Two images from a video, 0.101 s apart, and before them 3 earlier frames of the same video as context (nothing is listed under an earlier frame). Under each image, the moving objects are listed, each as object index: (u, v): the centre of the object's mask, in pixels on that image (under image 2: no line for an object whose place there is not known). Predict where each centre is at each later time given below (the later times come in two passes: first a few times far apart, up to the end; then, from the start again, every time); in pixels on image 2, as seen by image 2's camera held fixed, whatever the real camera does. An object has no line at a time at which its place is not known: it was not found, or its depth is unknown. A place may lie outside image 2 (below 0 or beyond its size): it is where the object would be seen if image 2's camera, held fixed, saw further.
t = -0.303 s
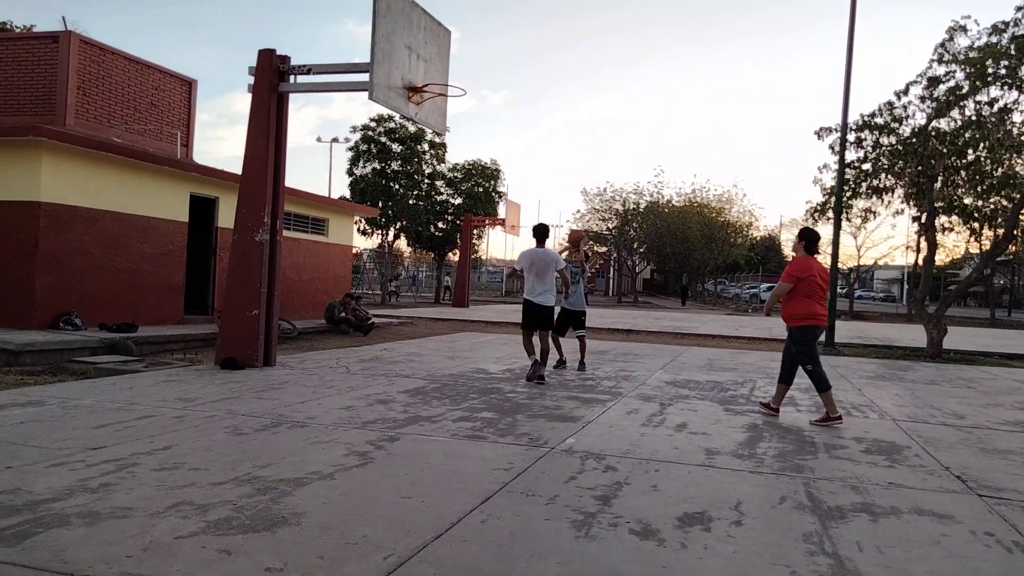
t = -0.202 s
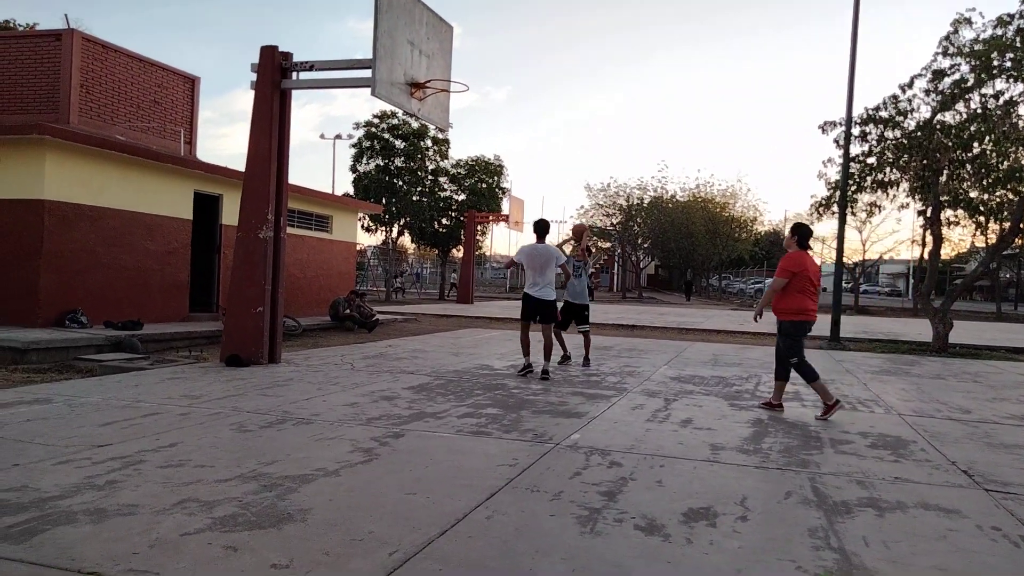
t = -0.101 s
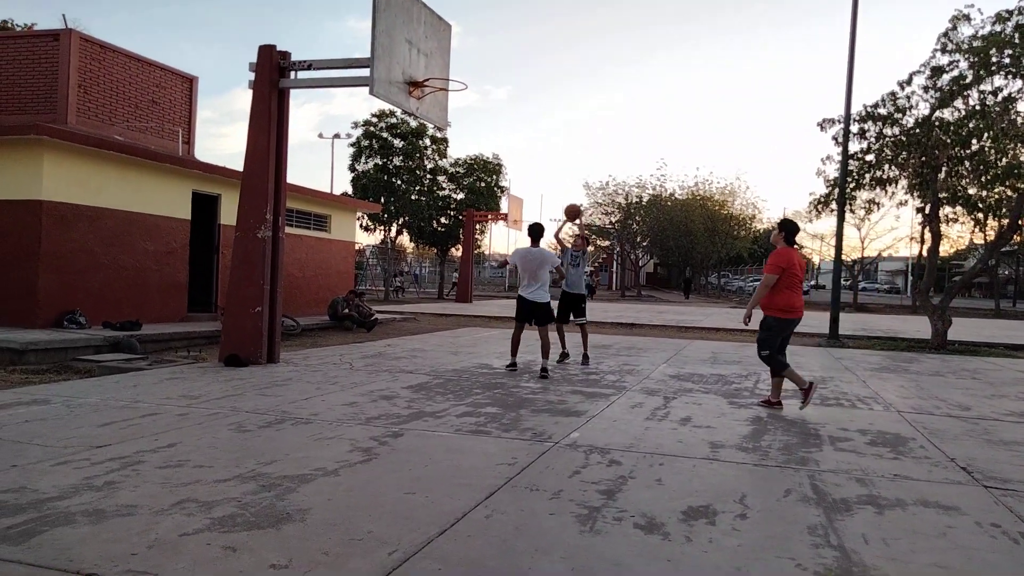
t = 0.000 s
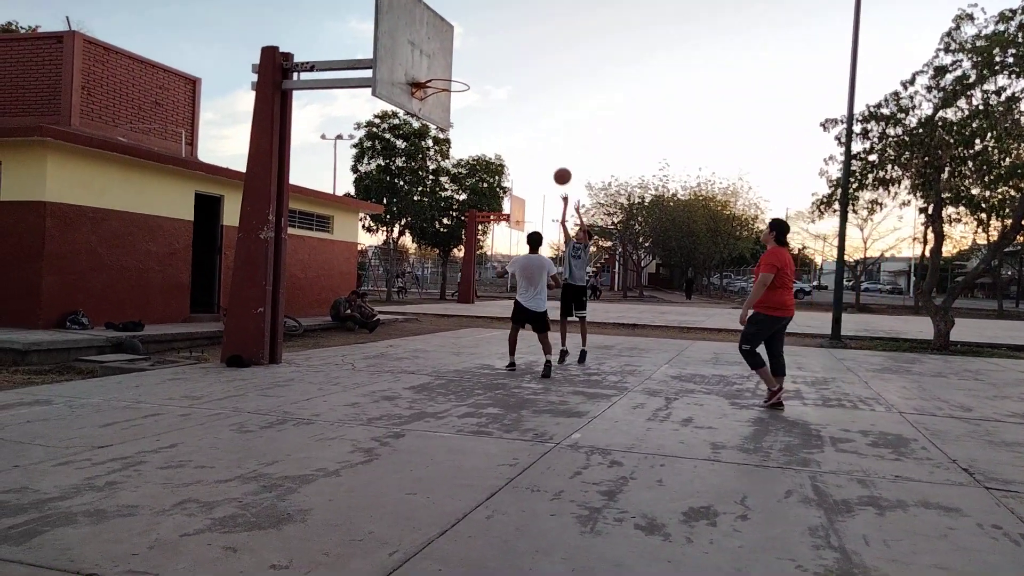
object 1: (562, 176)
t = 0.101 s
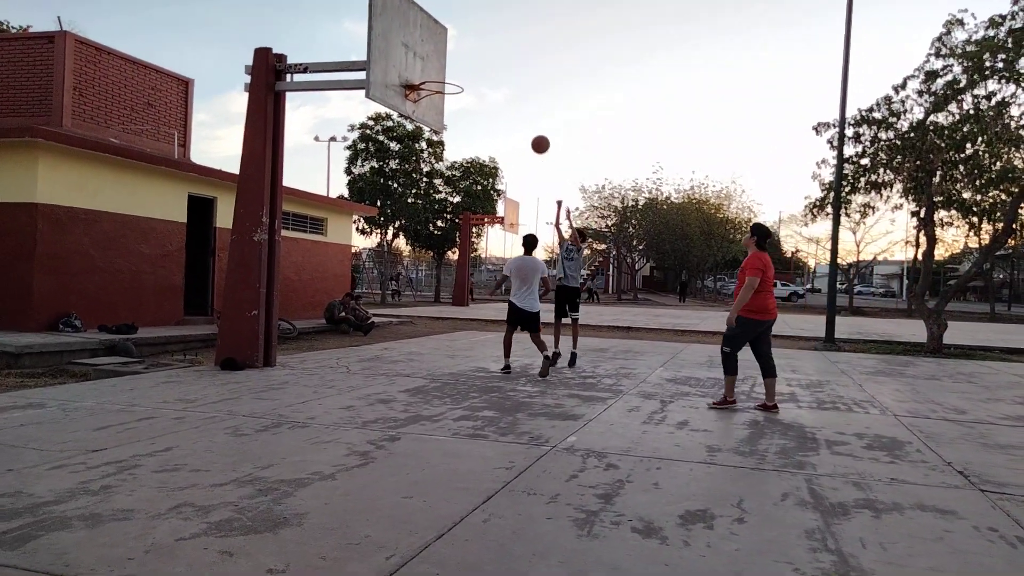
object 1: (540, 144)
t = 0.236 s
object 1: (517, 108)
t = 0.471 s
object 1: (474, 75)
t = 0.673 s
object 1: (430, 80)
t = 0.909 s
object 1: (452, 64)
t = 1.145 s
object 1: (473, 70)
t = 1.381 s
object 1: (489, 92)
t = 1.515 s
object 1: (496, 130)
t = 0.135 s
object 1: (534, 134)
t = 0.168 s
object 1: (529, 125)
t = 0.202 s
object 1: (523, 116)
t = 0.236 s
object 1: (517, 108)
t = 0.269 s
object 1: (512, 101)
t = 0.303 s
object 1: (505, 95)
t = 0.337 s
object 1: (499, 89)
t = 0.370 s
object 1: (493, 84)
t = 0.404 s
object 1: (487, 80)
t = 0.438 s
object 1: (481, 77)
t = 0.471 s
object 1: (474, 75)
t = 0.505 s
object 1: (467, 73)
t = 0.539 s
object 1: (459, 73)
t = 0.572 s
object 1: (451, 74)
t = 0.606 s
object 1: (444, 76)
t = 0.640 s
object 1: (437, 78)
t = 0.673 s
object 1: (430, 80)
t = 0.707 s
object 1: (431, 75)
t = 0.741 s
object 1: (435, 70)
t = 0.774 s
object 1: (438, 68)
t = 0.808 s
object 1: (441, 65)
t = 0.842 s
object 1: (445, 64)
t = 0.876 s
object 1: (449, 63)
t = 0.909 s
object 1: (452, 64)
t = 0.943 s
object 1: (456, 66)
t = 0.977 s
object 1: (460, 69)
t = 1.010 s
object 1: (463, 72)
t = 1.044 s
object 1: (466, 77)
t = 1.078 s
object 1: (469, 74)
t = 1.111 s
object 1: (471, 71)
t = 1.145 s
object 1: (473, 70)
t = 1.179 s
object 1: (476, 69)
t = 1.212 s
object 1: (478, 70)
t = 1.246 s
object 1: (481, 72)
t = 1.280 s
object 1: (483, 76)
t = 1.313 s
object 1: (485, 80)
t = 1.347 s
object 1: (487, 85)
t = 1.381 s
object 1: (489, 92)
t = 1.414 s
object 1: (491, 100)
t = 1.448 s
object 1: (493, 109)
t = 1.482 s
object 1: (495, 119)
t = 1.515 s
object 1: (496, 130)
